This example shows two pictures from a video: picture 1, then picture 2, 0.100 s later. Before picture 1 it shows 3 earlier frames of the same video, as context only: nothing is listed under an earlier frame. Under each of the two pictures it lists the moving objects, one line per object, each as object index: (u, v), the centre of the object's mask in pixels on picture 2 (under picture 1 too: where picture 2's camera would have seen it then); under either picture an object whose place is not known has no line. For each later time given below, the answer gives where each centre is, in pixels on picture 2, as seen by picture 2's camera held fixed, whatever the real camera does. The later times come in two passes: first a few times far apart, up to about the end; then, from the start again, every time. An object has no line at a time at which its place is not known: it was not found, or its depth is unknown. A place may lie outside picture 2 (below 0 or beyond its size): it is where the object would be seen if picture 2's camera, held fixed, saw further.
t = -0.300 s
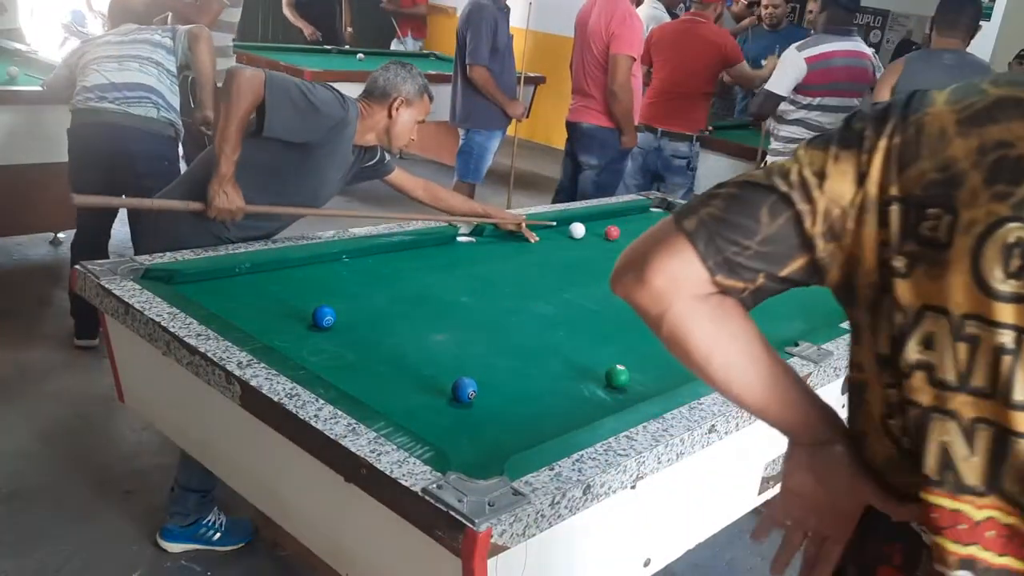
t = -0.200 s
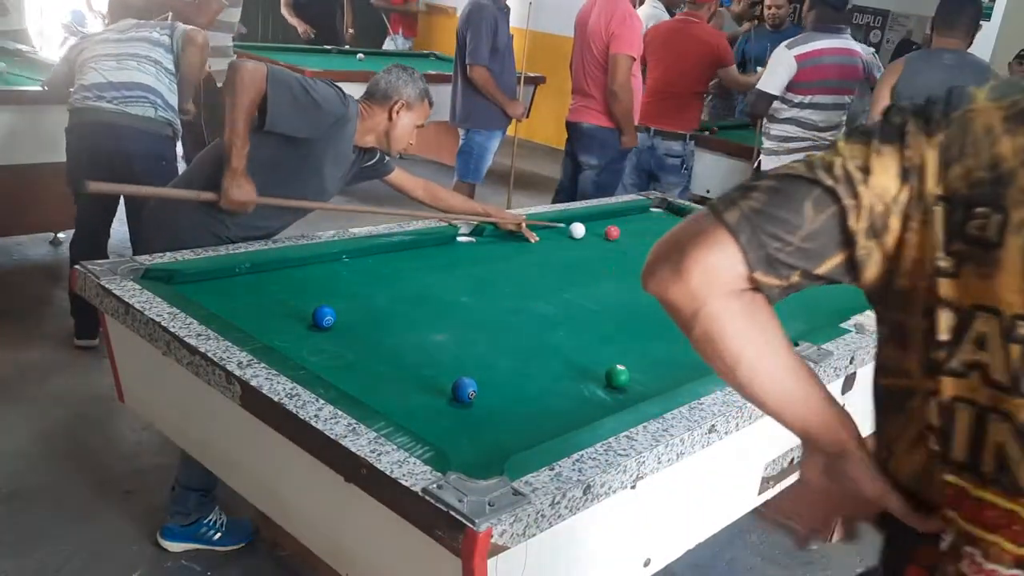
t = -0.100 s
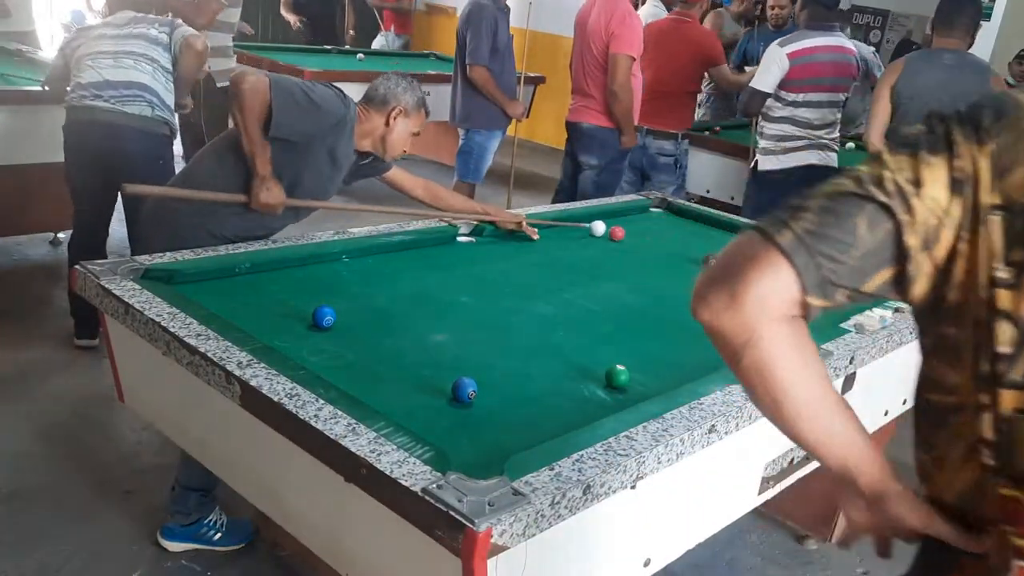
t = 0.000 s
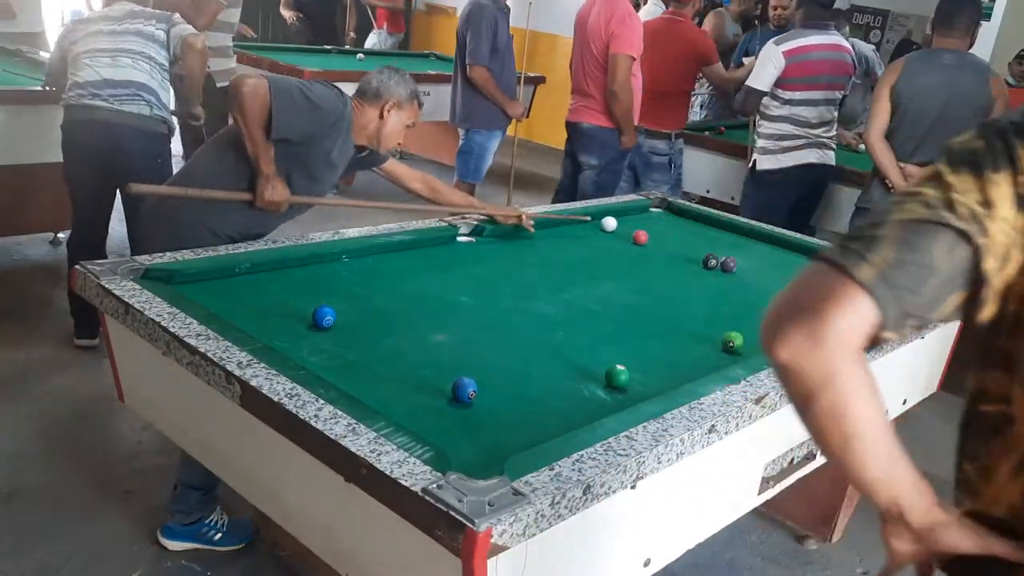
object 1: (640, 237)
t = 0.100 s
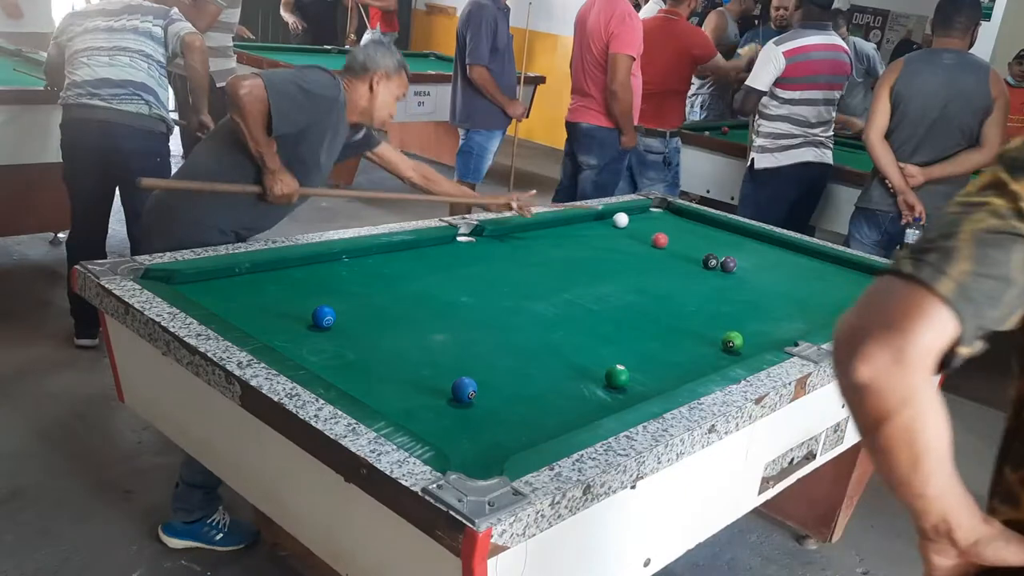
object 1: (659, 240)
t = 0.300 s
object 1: (698, 246)
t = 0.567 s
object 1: (746, 253)
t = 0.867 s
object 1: (799, 262)
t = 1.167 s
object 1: (848, 269)
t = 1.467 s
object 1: (886, 274)
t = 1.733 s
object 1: (883, 275)
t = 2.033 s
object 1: (881, 278)
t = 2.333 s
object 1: (880, 282)
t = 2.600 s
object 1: (879, 282)
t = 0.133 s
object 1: (666, 241)
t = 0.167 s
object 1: (672, 242)
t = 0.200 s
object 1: (679, 243)
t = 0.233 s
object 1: (685, 244)
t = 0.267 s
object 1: (691, 245)
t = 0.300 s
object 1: (698, 246)
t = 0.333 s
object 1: (704, 247)
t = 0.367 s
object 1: (710, 248)
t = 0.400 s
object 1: (717, 248)
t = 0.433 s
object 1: (723, 249)
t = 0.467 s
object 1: (729, 250)
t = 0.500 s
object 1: (735, 251)
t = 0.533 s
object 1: (740, 253)
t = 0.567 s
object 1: (746, 253)
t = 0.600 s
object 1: (752, 255)
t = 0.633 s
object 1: (758, 255)
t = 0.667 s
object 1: (764, 256)
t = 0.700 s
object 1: (771, 257)
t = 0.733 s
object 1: (776, 258)
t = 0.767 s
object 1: (782, 259)
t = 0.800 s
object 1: (788, 260)
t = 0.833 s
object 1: (794, 261)
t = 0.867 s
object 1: (799, 262)
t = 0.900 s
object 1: (805, 263)
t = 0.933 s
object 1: (810, 263)
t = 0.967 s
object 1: (816, 264)
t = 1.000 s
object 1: (822, 265)
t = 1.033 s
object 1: (827, 266)
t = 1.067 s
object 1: (832, 267)
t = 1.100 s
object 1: (838, 267)
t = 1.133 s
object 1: (843, 268)
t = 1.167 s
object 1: (848, 269)
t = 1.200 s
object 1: (854, 270)
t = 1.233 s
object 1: (859, 270)
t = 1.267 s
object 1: (864, 271)
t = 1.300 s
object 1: (869, 272)
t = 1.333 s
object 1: (874, 273)
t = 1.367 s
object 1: (879, 273)
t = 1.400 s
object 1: (884, 274)
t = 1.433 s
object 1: (887, 275)
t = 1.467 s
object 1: (886, 274)
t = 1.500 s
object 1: (886, 274)
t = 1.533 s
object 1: (885, 274)
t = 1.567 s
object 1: (884, 274)
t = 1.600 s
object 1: (884, 274)
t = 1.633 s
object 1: (883, 274)
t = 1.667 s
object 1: (883, 274)
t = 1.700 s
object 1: (883, 274)
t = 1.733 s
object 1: (883, 275)
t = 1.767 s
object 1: (882, 275)
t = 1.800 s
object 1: (882, 275)
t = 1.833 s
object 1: (882, 275)
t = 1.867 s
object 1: (882, 275)
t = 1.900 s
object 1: (882, 276)
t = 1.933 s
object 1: (881, 276)
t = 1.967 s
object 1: (881, 277)
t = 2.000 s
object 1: (881, 277)
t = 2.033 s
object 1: (881, 278)
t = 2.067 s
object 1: (881, 279)
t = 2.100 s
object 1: (881, 280)
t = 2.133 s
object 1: (882, 280)
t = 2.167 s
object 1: (881, 281)
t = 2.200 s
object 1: (881, 281)
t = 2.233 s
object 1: (881, 281)
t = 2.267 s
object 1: (881, 281)
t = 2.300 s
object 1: (880, 281)
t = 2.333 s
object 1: (880, 282)
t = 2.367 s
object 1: (880, 282)
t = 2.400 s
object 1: (880, 282)
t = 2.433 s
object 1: (880, 282)
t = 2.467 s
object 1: (880, 282)
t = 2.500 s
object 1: (880, 282)
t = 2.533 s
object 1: (880, 282)
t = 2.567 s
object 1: (880, 282)
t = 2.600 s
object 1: (879, 282)
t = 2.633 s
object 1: (879, 282)
